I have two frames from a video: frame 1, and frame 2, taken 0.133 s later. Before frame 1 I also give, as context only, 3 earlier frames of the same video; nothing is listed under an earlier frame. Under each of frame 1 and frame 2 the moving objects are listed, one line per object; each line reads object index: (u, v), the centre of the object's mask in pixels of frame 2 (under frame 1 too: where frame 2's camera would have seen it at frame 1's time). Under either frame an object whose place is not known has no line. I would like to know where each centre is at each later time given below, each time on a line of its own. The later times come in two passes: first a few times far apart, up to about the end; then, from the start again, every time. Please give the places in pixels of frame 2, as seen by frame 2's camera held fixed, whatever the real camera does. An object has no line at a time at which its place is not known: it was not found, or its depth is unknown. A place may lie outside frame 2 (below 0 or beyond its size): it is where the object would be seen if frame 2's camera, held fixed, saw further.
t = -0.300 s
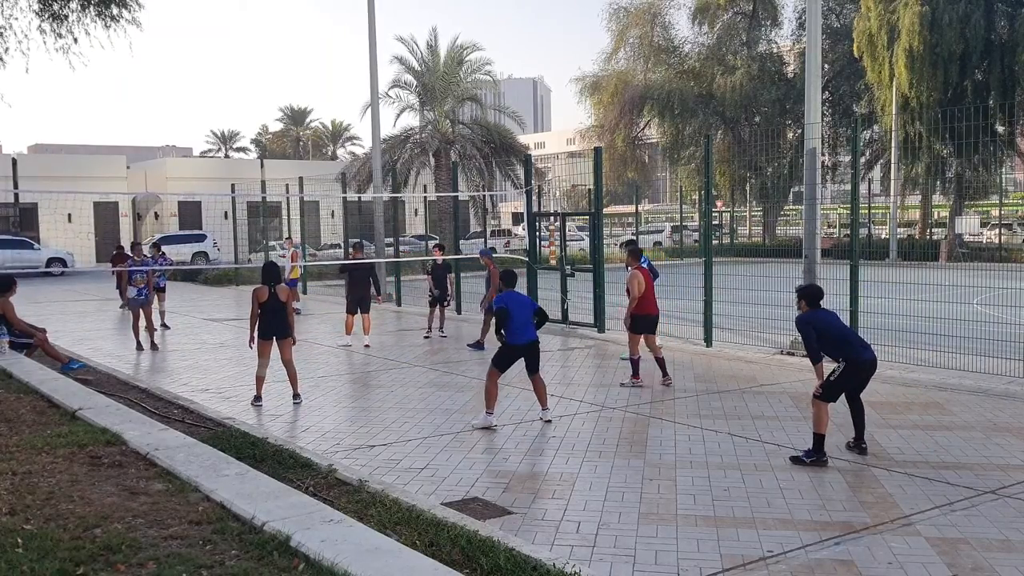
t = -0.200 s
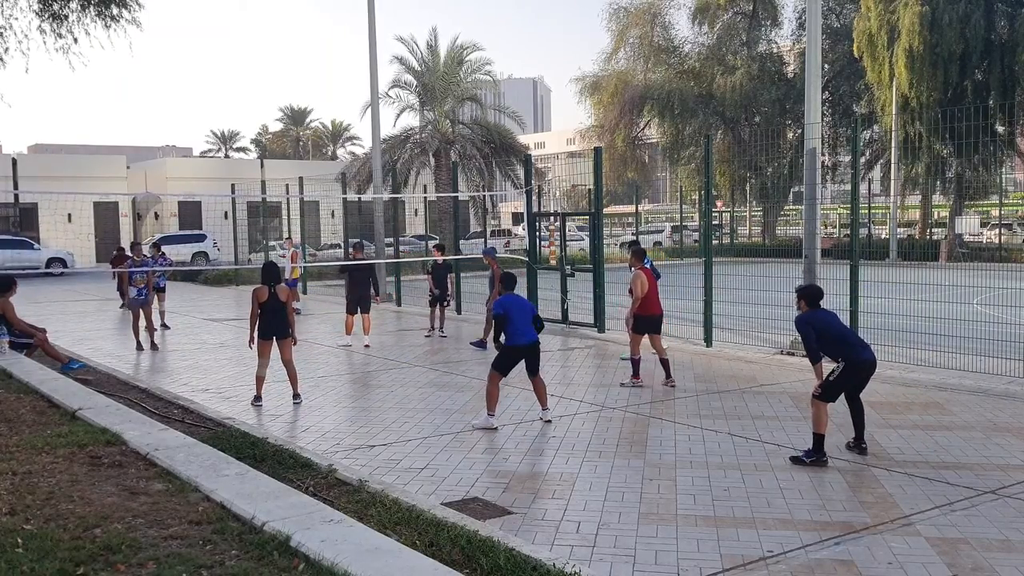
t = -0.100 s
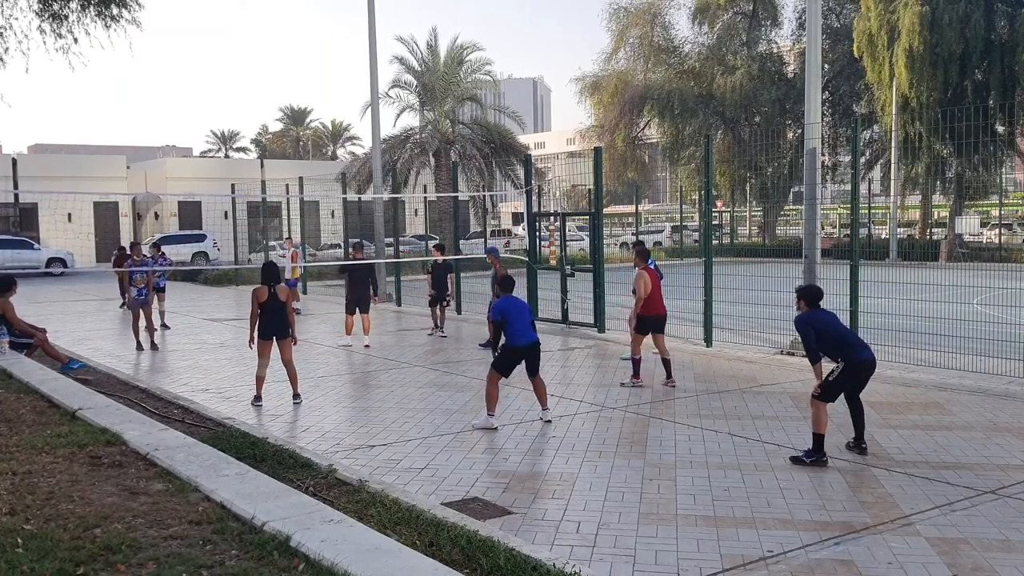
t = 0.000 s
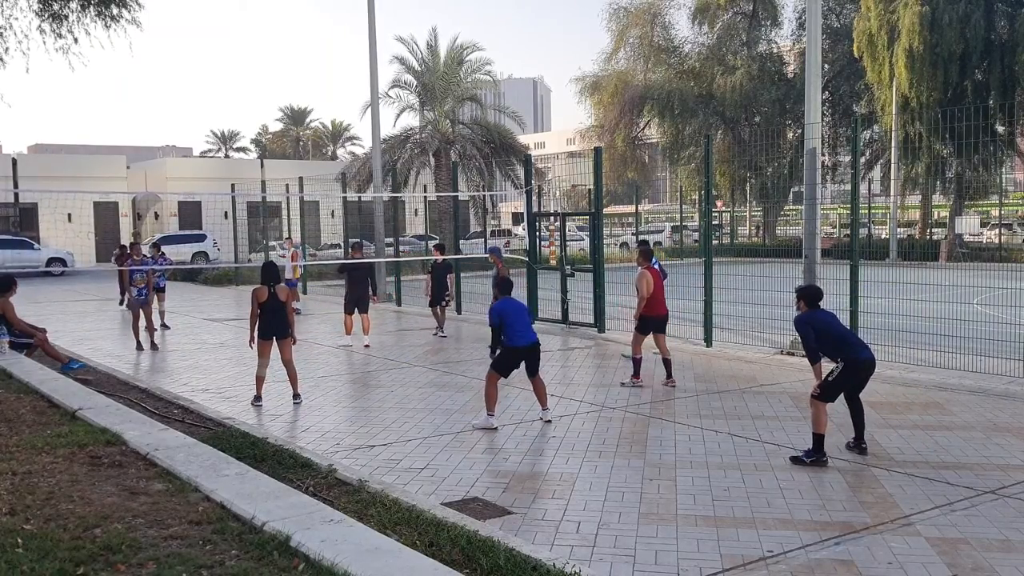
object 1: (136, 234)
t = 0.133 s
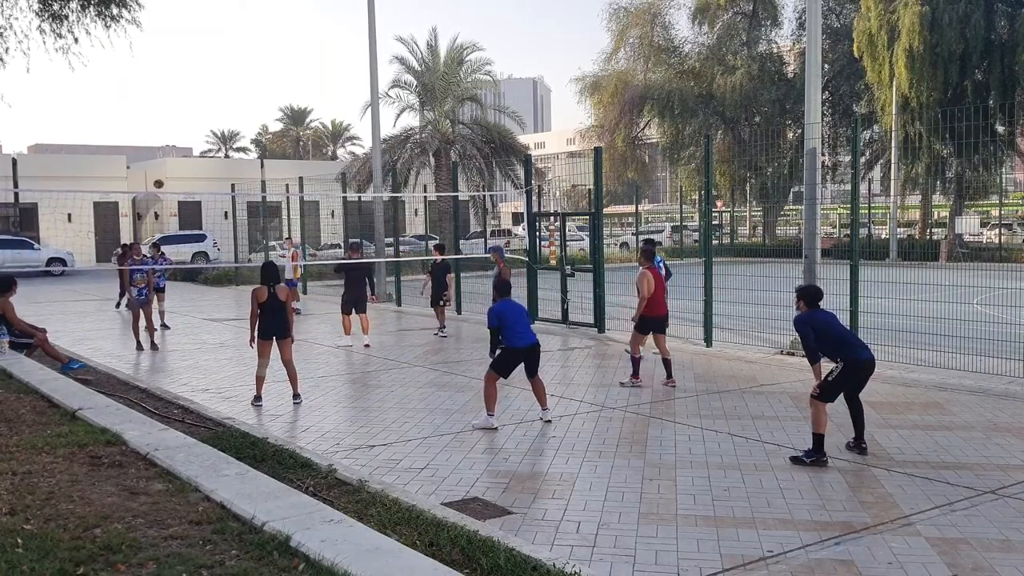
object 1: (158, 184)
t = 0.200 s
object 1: (170, 160)
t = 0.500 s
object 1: (228, 73)
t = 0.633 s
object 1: (258, 47)
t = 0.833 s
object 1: (305, 25)
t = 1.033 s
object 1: (359, 26)
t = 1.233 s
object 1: (419, 56)
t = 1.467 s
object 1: (500, 133)
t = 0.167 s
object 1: (164, 172)
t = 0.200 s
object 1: (170, 160)
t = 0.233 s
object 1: (175, 149)
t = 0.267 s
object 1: (181, 138)
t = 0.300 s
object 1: (187, 128)
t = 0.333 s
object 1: (194, 118)
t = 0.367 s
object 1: (200, 108)
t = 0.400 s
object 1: (206, 99)
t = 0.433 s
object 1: (213, 90)
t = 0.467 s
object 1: (220, 81)
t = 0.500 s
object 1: (228, 73)
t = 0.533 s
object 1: (234, 66)
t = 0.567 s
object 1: (242, 59)
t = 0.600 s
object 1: (250, 53)
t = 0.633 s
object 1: (258, 47)
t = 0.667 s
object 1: (265, 42)
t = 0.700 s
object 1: (273, 38)
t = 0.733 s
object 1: (281, 33)
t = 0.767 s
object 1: (289, 30)
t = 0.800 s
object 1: (297, 27)
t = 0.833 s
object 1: (305, 25)
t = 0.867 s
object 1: (314, 23)
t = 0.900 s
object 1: (323, 22)
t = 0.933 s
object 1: (331, 22)
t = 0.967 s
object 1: (340, 23)
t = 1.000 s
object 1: (350, 24)
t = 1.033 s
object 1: (359, 26)
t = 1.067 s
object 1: (368, 29)
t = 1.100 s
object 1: (378, 33)
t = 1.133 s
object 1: (389, 37)
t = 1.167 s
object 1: (398, 43)
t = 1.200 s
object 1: (408, 49)
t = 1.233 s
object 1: (419, 56)
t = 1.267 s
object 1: (430, 65)
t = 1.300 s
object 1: (441, 74)
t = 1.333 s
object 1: (453, 83)
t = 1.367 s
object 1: (464, 95)
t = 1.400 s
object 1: (476, 107)
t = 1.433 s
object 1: (488, 119)
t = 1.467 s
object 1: (500, 133)
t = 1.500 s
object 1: (513, 149)
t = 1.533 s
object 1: (527, 164)
